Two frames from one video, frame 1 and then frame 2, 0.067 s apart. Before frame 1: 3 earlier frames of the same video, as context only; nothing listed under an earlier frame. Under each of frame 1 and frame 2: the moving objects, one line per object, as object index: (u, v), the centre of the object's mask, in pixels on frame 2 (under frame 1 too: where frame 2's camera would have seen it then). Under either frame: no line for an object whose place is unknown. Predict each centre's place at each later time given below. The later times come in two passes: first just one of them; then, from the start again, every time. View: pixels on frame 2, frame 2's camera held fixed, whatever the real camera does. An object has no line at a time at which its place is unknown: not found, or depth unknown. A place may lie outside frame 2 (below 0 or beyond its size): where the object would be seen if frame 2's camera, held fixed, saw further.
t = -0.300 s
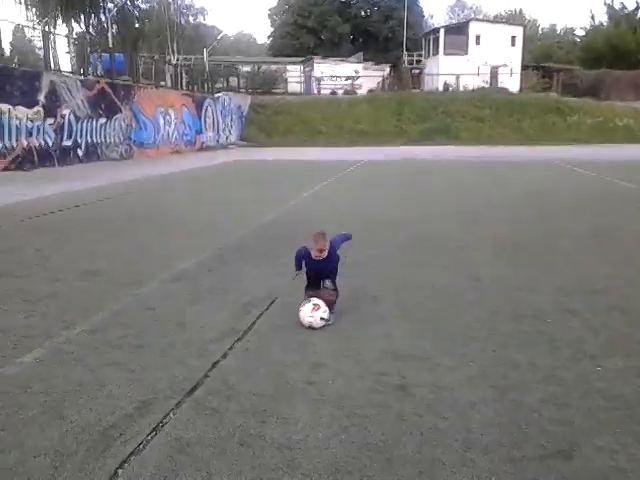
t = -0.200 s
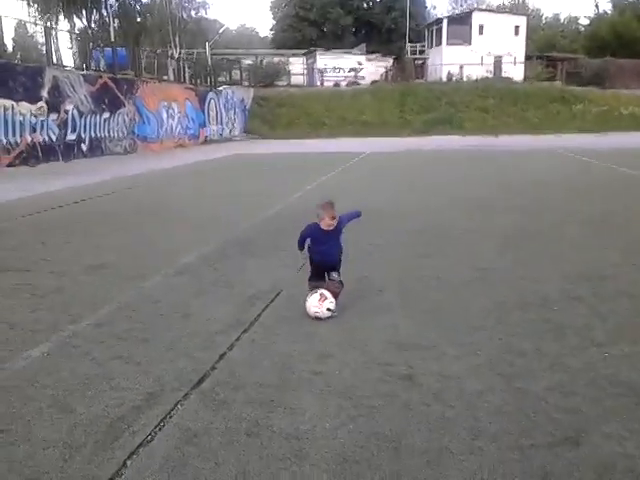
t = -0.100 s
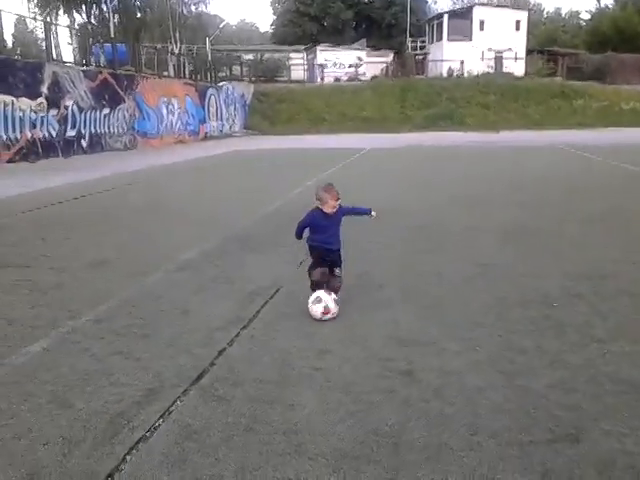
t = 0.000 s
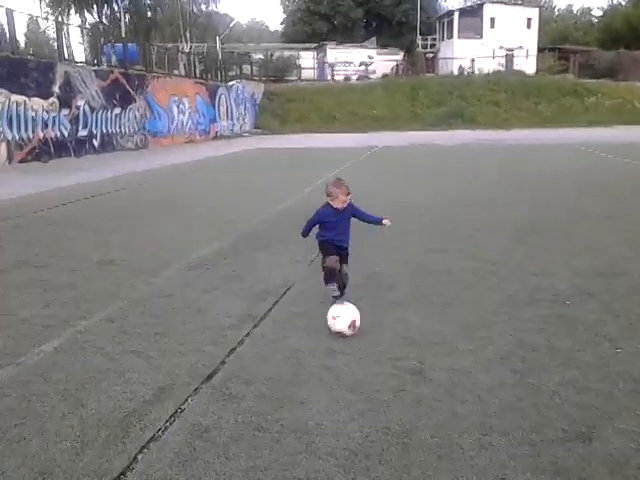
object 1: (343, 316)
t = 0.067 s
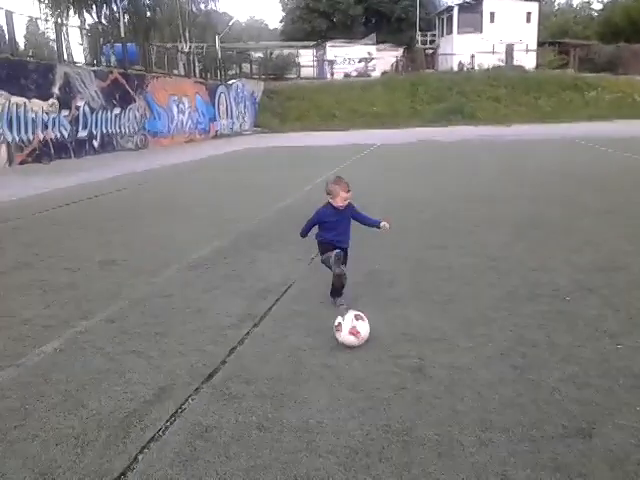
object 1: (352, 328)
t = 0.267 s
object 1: (378, 370)
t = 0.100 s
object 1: (355, 334)
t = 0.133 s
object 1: (360, 341)
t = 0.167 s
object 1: (364, 348)
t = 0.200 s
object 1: (368, 355)
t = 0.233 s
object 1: (372, 362)
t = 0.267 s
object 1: (378, 370)
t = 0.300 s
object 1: (382, 379)
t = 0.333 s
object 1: (387, 388)
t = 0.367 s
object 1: (393, 398)
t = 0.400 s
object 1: (399, 409)
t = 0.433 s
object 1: (405, 419)
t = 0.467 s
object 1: (413, 429)
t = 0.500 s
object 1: (418, 438)
